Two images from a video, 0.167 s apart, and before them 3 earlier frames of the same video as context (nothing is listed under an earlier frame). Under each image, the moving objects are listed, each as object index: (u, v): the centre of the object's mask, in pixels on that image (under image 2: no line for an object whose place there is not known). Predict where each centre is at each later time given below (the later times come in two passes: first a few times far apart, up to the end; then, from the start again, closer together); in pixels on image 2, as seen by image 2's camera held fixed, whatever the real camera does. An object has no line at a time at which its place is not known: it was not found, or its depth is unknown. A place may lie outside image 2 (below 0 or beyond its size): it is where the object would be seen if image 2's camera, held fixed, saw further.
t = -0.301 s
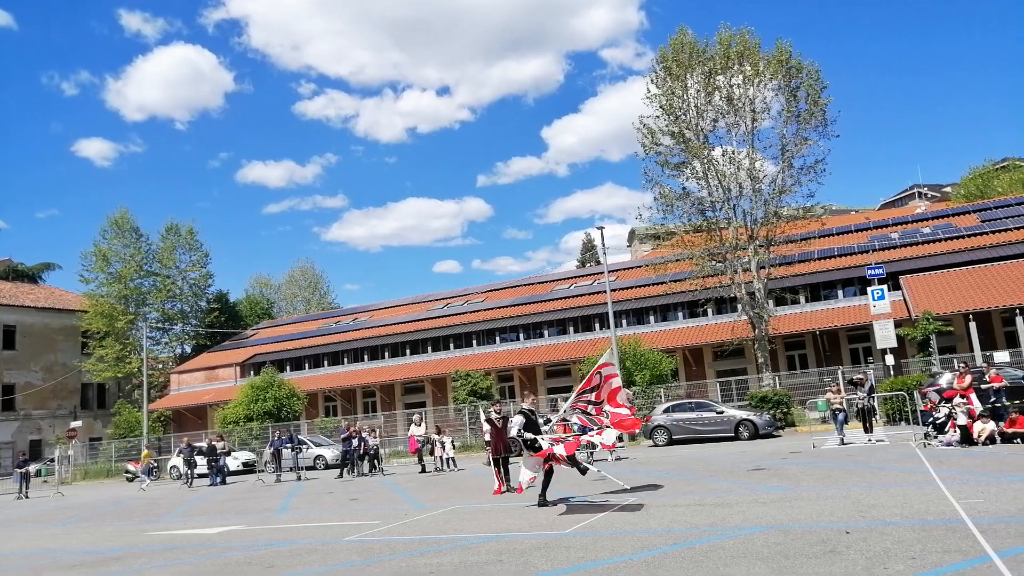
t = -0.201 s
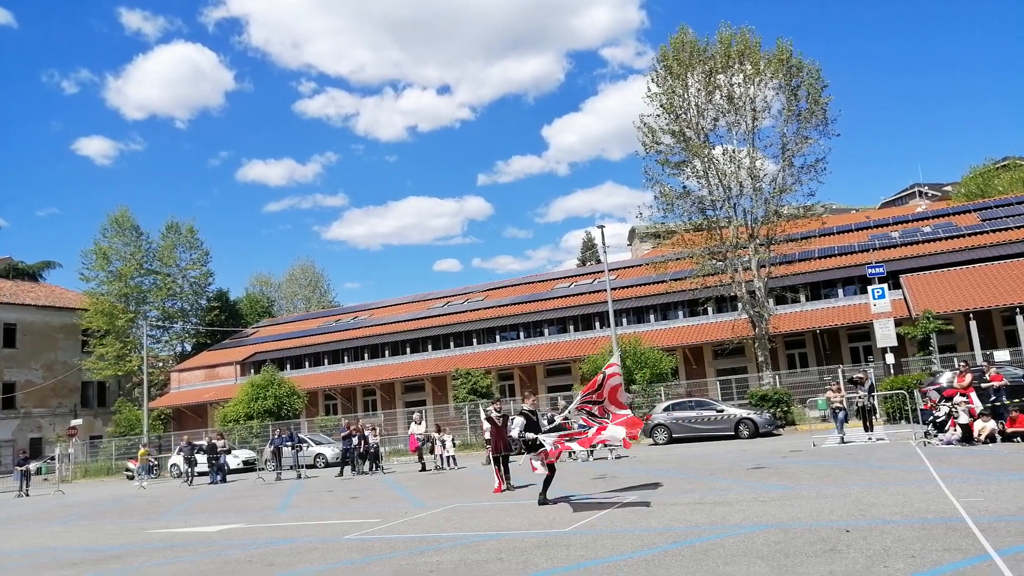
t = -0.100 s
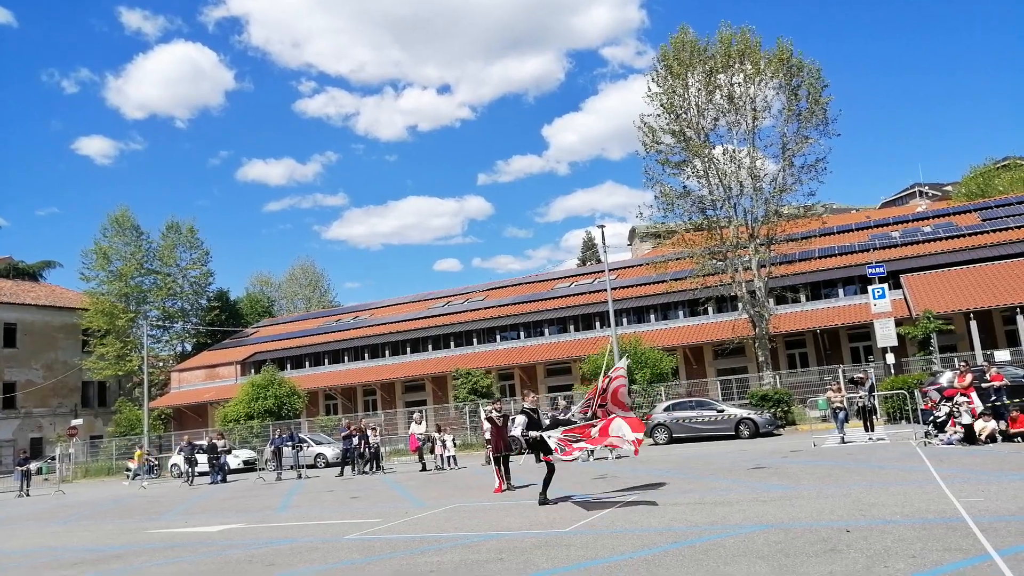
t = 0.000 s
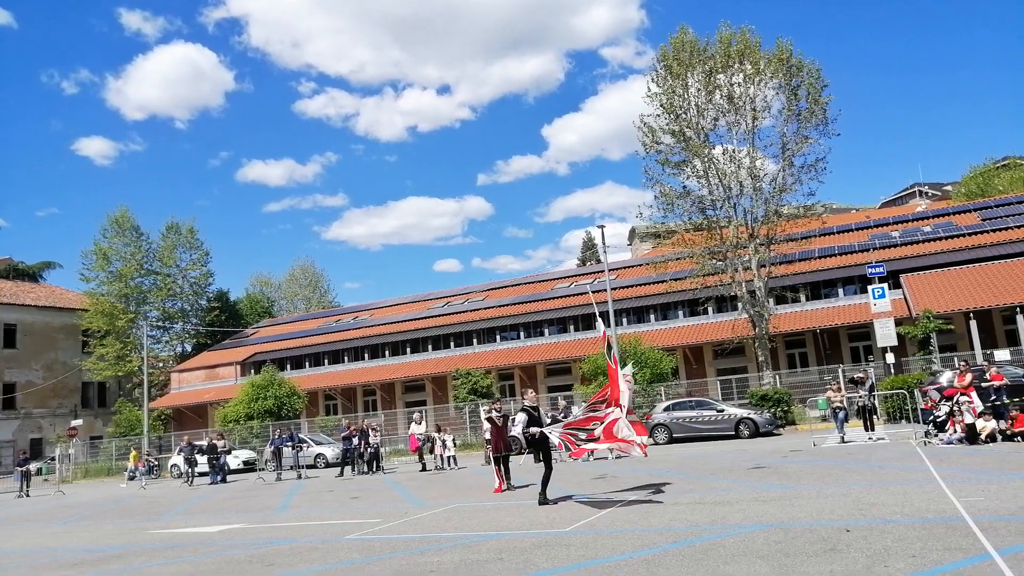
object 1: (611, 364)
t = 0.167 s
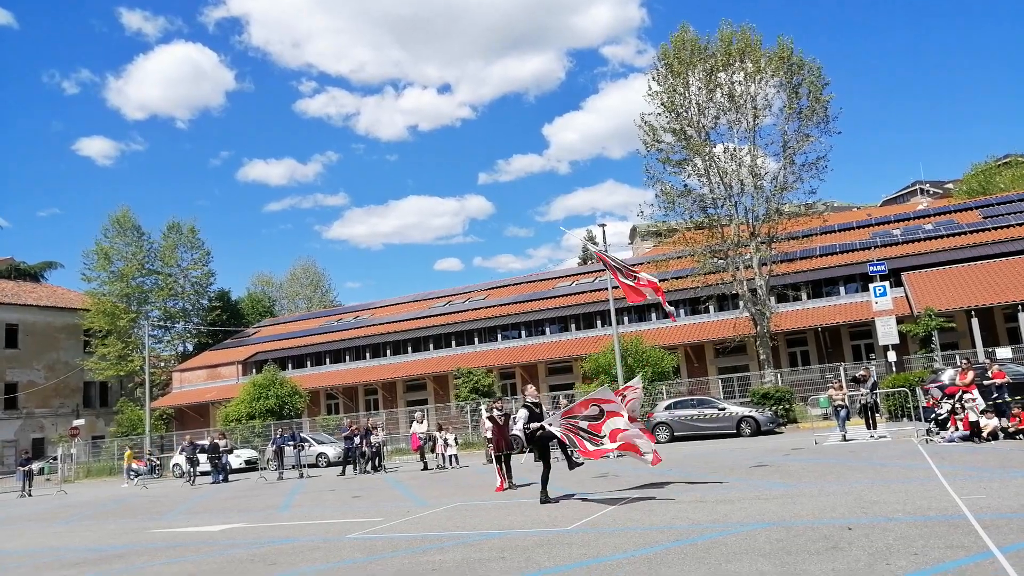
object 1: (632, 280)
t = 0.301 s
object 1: (627, 231)
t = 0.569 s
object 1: (618, 190)
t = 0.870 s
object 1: (608, 189)
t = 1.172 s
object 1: (577, 230)
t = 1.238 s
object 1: (570, 248)
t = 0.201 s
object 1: (630, 263)
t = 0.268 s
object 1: (629, 240)
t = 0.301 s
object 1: (627, 231)
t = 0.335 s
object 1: (624, 221)
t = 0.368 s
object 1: (621, 213)
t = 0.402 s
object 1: (620, 207)
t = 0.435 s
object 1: (618, 202)
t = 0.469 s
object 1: (619, 199)
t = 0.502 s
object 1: (619, 196)
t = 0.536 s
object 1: (619, 193)
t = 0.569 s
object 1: (618, 190)
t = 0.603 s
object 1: (617, 188)
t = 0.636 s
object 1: (615, 186)
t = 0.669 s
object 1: (614, 186)
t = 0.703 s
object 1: (612, 185)
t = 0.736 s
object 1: (612, 185)
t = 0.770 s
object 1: (611, 186)
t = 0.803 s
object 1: (610, 187)
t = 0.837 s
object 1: (609, 188)
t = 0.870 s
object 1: (608, 189)
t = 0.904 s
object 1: (606, 191)
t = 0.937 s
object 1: (605, 194)
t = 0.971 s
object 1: (603, 196)
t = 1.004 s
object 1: (599, 199)
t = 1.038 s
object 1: (595, 203)
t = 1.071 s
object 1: (590, 208)
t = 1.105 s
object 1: (586, 214)
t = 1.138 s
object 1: (581, 222)
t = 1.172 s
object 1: (577, 230)
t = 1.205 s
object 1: (573, 239)
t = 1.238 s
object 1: (570, 248)
